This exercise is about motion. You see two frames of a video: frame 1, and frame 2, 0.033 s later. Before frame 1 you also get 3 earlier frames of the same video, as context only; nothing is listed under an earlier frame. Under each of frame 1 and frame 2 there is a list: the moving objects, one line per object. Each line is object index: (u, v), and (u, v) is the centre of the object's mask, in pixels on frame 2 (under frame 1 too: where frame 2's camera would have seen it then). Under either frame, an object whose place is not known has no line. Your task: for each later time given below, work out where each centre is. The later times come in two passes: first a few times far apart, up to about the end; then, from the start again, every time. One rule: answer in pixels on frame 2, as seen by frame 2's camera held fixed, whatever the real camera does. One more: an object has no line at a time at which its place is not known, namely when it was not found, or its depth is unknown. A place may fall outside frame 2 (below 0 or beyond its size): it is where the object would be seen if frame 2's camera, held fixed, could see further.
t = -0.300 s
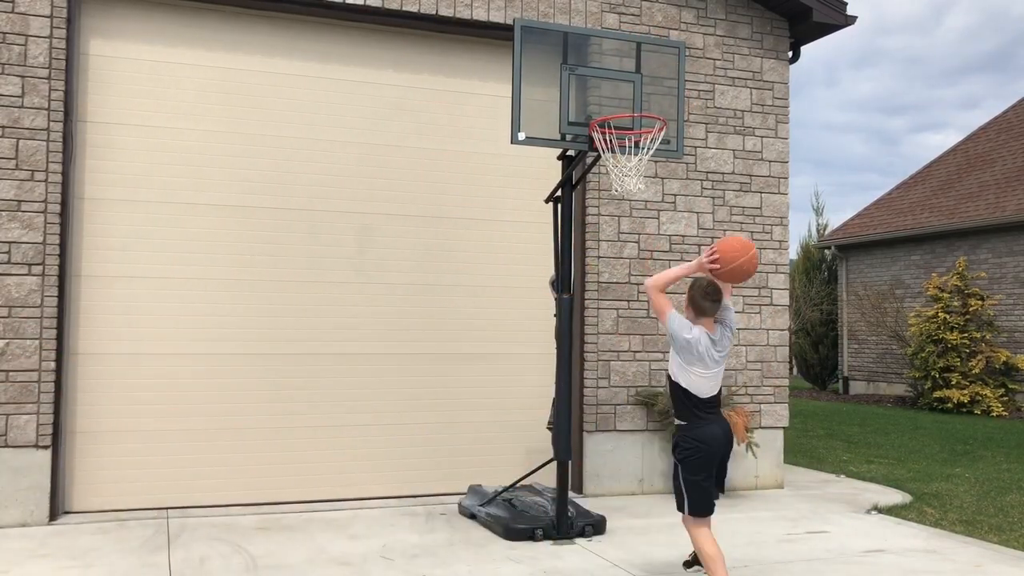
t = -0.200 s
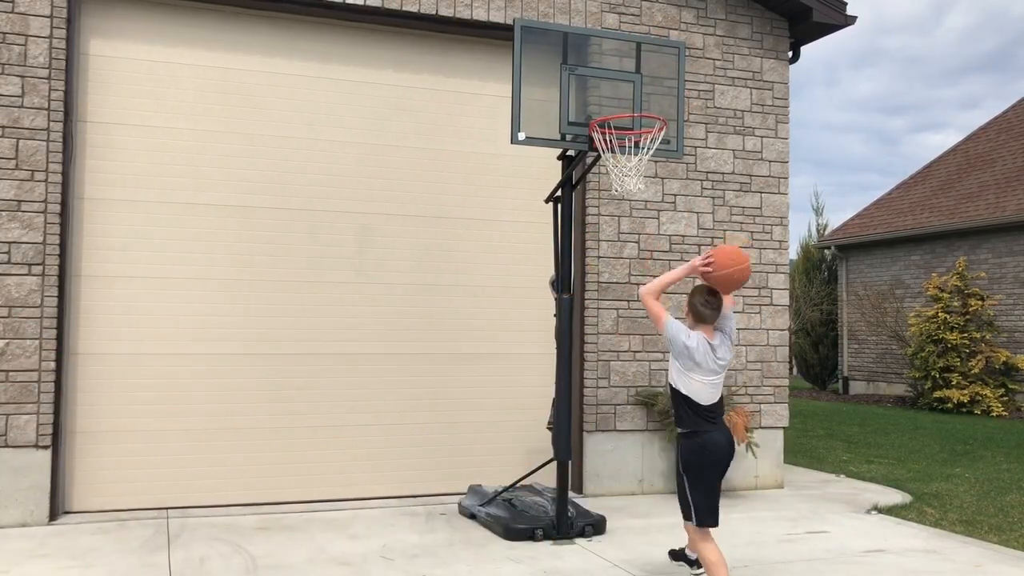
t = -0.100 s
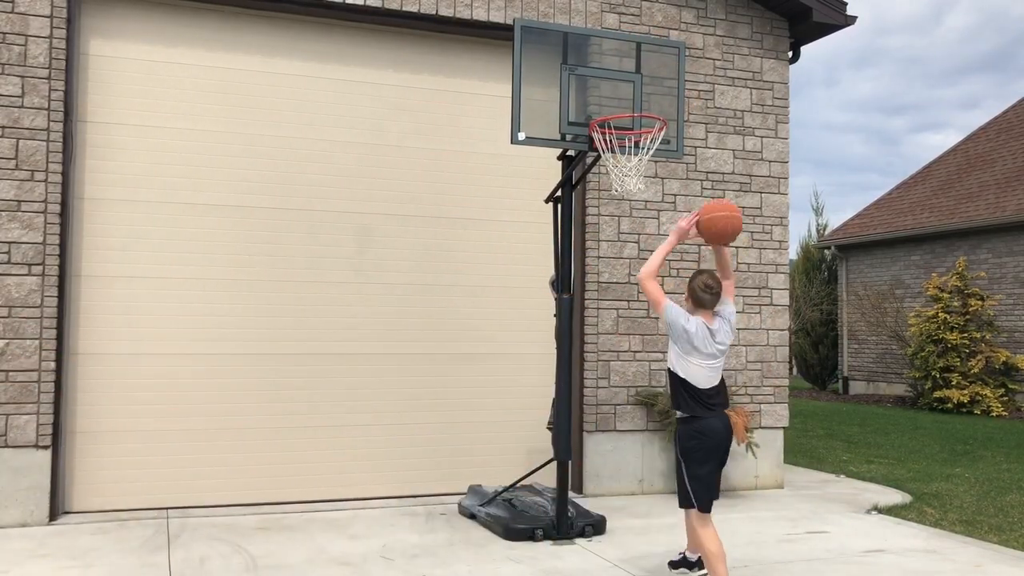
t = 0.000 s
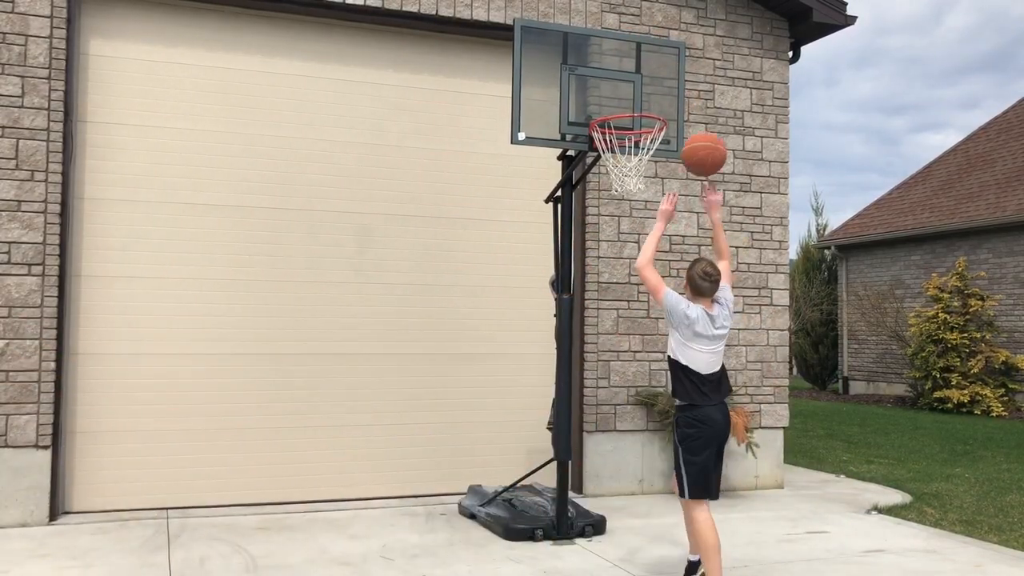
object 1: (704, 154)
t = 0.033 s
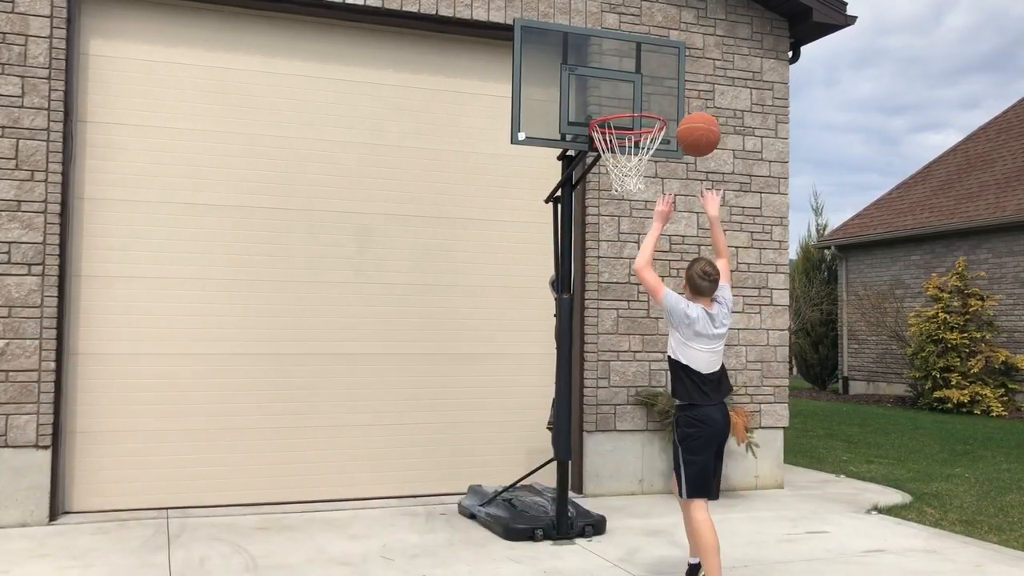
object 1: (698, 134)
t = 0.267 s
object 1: (663, 61)
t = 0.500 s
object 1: (632, 80)
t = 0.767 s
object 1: (635, 138)
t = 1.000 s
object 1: (610, 230)
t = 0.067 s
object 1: (693, 117)
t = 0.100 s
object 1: (688, 102)
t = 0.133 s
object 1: (682, 90)
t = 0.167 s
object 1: (677, 80)
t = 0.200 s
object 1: (672, 72)
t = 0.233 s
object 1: (667, 66)
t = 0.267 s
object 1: (663, 61)
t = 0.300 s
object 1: (658, 59)
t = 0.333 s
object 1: (653, 58)
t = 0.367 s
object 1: (649, 59)
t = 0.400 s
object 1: (645, 62)
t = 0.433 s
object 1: (640, 67)
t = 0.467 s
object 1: (636, 73)
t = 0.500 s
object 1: (632, 80)
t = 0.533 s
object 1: (628, 90)
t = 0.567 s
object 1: (624, 99)
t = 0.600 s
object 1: (621, 111)
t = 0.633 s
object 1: (620, 121)
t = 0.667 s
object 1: (628, 122)
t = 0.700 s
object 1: (635, 124)
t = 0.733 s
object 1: (640, 129)
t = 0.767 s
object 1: (635, 138)
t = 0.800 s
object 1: (631, 148)
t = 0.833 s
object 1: (627, 155)
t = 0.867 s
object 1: (617, 171)
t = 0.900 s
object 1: (620, 193)
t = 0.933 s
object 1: (616, 200)
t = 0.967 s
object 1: (613, 214)
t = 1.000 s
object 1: (610, 230)
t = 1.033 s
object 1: (607, 248)
